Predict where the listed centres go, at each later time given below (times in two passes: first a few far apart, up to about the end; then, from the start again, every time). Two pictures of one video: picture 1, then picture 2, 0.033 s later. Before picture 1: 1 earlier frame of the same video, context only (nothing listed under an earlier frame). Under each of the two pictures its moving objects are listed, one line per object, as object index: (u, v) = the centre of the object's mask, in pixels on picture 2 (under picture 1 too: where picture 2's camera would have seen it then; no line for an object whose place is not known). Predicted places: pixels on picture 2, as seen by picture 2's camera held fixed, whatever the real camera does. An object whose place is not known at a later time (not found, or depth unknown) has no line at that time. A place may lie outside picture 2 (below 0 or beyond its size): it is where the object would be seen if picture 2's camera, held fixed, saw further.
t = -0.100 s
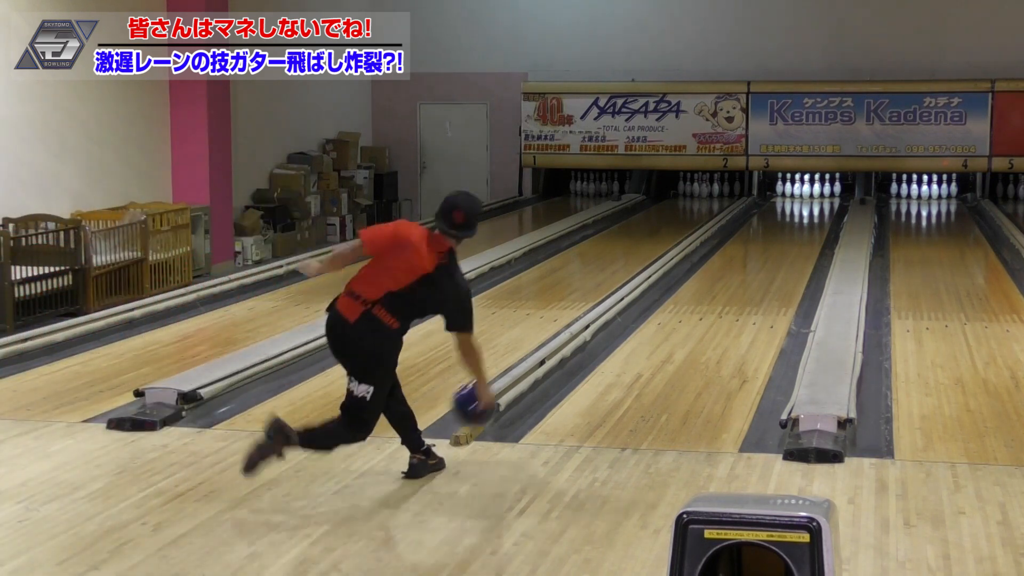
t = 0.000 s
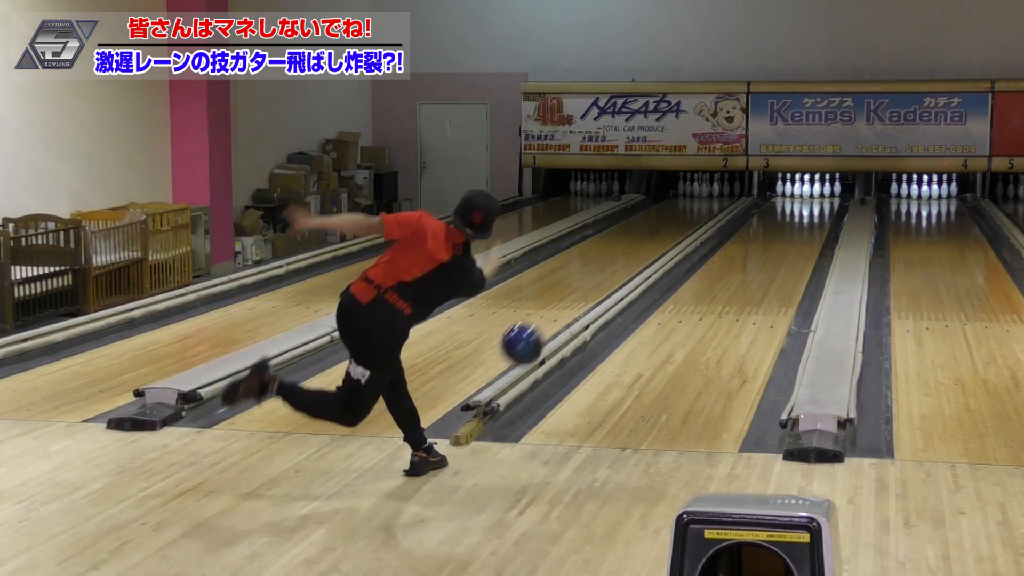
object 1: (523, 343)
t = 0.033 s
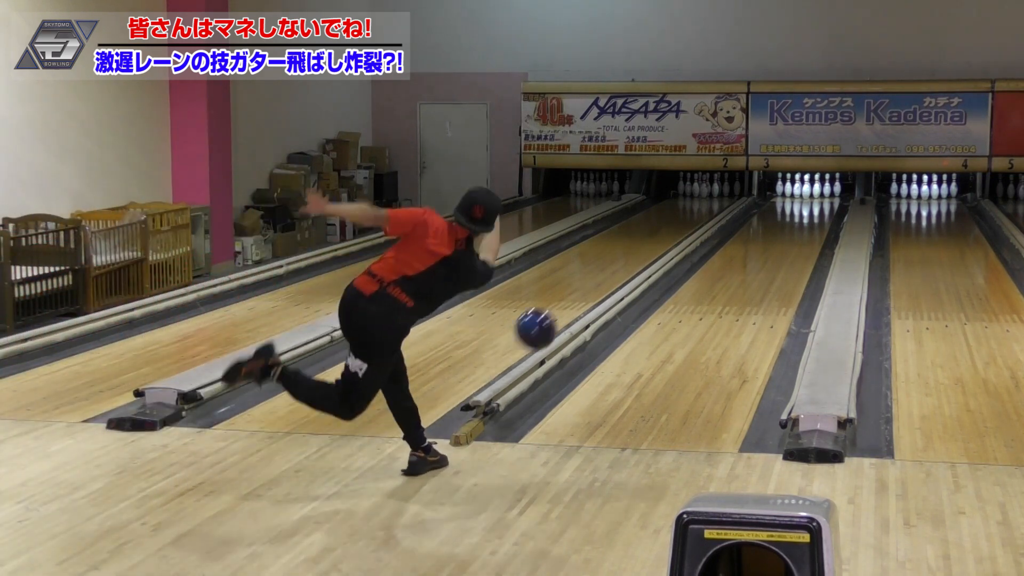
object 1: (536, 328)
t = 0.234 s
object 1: (606, 289)
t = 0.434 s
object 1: (658, 316)
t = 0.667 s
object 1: (705, 300)
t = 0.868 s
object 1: (736, 280)
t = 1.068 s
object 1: (760, 264)
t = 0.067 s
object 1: (549, 315)
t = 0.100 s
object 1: (562, 306)
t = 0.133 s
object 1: (574, 298)
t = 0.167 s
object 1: (585, 293)
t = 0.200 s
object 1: (596, 290)
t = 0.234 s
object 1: (606, 289)
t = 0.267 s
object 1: (615, 290)
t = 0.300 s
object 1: (624, 291)
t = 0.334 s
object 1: (633, 295)
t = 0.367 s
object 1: (642, 301)
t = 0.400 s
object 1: (650, 308)
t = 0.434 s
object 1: (658, 316)
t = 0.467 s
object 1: (666, 324)
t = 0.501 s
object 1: (673, 318)
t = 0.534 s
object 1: (680, 313)
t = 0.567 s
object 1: (687, 310)
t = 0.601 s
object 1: (693, 307)
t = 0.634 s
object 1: (700, 303)
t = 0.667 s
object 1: (705, 300)
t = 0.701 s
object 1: (711, 296)
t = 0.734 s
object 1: (716, 293)
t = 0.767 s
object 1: (722, 290)
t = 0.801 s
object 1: (727, 286)
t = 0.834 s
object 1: (731, 283)
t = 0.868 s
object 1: (736, 280)
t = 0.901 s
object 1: (740, 277)
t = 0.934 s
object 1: (745, 274)
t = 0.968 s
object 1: (749, 271)
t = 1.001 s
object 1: (753, 269)
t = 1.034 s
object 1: (757, 266)
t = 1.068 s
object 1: (760, 264)
